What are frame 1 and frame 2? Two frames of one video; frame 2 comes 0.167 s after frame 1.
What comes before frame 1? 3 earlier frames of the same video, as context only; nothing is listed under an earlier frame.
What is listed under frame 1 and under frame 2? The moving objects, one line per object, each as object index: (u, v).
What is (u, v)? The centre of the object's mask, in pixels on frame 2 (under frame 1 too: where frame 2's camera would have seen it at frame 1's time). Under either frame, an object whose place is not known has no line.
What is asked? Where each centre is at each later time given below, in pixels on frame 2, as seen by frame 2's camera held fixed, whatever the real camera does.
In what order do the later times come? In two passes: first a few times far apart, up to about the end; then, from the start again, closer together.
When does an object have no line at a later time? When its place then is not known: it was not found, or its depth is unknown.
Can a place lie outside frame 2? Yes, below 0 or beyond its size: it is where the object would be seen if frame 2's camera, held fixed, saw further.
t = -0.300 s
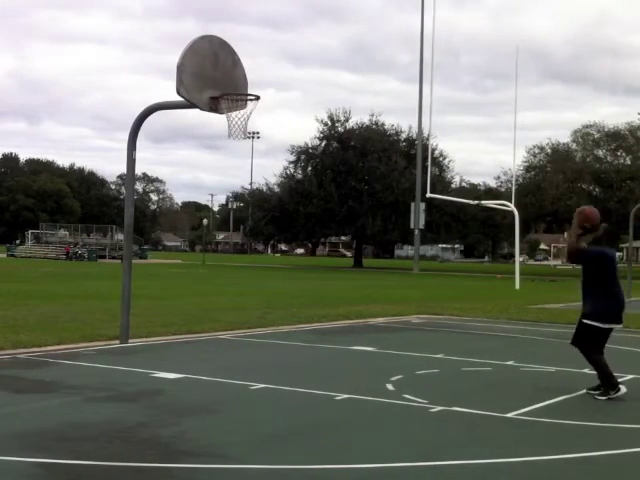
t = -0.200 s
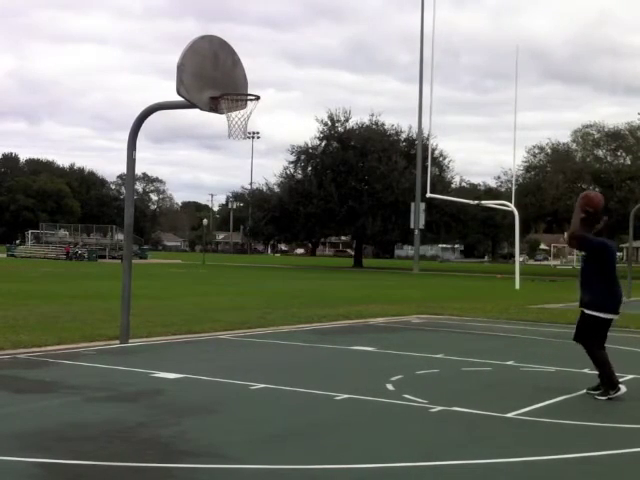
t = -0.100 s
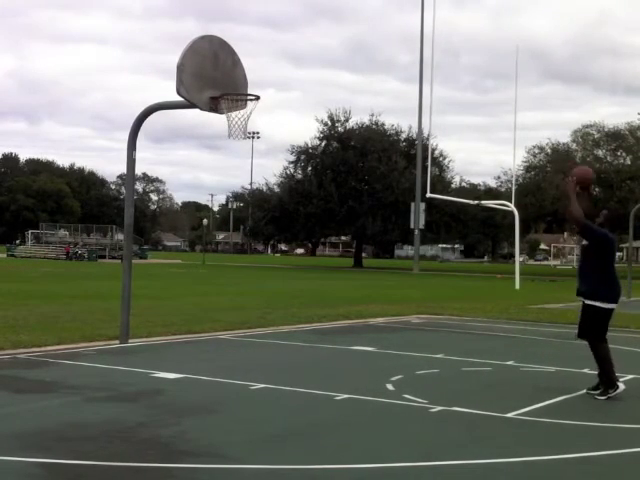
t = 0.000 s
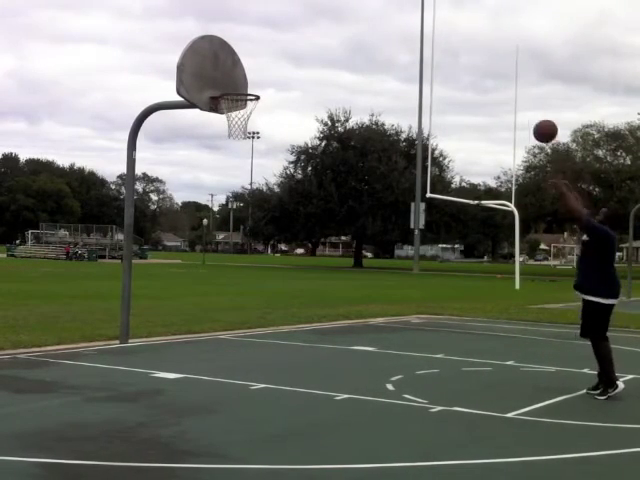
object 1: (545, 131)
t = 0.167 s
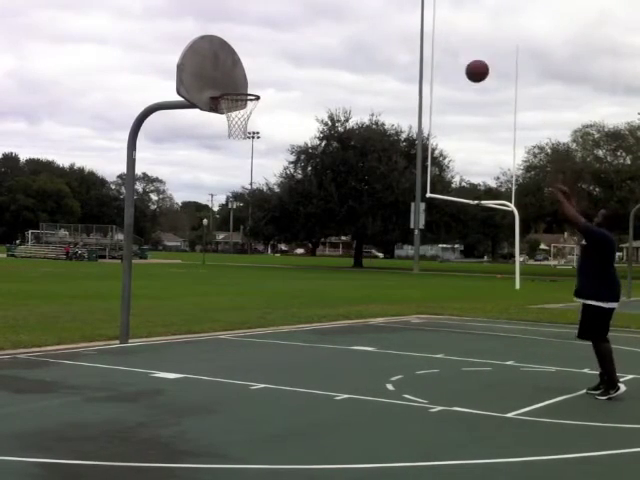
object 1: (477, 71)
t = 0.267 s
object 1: (438, 48)
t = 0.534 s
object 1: (344, 34)
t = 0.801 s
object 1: (257, 79)
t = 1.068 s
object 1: (230, 148)
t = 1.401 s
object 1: (223, 297)
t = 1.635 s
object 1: (234, 297)
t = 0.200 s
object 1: (464, 62)
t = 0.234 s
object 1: (451, 55)
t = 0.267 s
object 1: (438, 48)
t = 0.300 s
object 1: (426, 43)
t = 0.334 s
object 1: (414, 38)
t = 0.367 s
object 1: (402, 35)
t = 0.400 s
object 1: (390, 33)
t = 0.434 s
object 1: (378, 32)
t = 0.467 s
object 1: (366, 32)
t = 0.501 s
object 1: (355, 33)
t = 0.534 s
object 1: (344, 34)
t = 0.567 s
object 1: (332, 37)
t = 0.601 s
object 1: (321, 40)
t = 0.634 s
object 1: (310, 45)
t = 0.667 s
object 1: (299, 50)
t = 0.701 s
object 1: (289, 56)
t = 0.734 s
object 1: (278, 63)
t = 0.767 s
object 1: (268, 71)
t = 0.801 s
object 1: (257, 79)
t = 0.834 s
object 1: (248, 87)
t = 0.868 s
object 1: (239, 102)
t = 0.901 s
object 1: (235, 108)
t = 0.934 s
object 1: (231, 119)
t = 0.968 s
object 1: (230, 125)
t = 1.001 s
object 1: (230, 132)
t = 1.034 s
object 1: (230, 139)
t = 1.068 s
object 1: (230, 148)
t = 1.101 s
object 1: (230, 158)
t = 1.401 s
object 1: (223, 297)
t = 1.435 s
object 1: (222, 319)
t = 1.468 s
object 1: (221, 340)
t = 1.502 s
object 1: (222, 348)
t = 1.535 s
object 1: (225, 334)
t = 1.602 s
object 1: (231, 309)
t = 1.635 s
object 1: (234, 297)
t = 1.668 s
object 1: (237, 286)
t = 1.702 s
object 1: (240, 277)
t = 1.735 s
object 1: (244, 267)
